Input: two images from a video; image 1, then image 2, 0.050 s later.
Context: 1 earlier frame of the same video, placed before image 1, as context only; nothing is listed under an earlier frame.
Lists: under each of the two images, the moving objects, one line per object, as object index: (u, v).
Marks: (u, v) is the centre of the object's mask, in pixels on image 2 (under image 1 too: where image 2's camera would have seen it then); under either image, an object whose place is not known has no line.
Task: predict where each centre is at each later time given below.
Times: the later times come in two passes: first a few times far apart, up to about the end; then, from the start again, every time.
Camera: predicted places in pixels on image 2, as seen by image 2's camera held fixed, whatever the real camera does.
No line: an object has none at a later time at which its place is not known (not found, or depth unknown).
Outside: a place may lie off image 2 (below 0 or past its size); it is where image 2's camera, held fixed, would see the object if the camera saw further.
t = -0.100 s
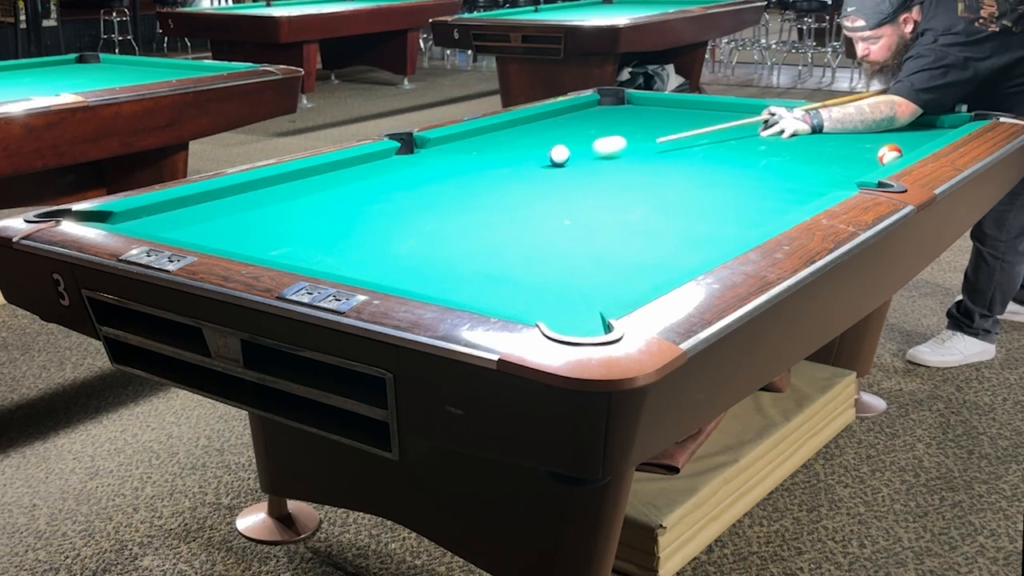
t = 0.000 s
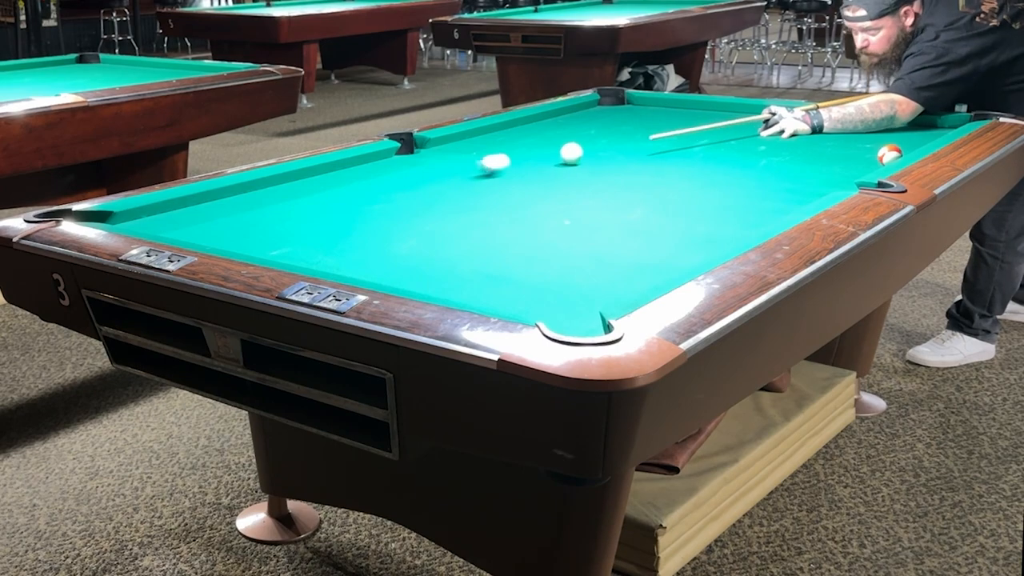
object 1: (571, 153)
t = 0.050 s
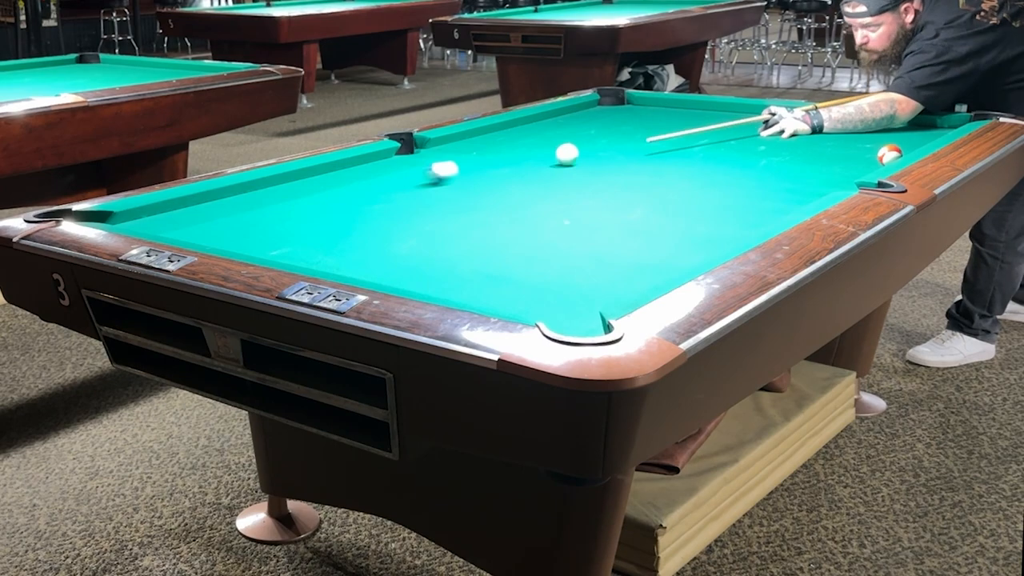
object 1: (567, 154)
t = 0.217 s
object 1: (541, 159)
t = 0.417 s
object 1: (494, 167)
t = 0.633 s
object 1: (440, 177)
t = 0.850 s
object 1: (383, 187)
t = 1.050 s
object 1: (327, 197)
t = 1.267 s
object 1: (265, 208)
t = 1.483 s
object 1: (198, 220)
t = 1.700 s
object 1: (149, 225)
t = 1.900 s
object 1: (181, 224)
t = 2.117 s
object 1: (211, 220)
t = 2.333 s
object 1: (239, 215)
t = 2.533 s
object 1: (263, 212)
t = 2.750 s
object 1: (286, 208)
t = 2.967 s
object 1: (307, 205)
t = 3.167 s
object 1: (324, 202)
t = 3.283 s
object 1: (334, 201)
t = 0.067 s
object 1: (565, 154)
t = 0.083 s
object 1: (563, 155)
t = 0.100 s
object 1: (561, 155)
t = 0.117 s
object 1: (559, 156)
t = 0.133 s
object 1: (556, 156)
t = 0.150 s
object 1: (554, 156)
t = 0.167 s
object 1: (551, 157)
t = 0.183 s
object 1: (548, 158)
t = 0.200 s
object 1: (545, 158)
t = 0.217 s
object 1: (541, 159)
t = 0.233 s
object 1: (538, 159)
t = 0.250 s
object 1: (534, 160)
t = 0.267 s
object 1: (531, 161)
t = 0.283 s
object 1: (527, 161)
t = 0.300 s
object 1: (523, 162)
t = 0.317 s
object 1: (519, 163)
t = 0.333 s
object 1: (515, 163)
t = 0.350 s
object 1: (511, 164)
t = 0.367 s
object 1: (507, 165)
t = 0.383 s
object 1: (503, 165)
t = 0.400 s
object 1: (499, 166)
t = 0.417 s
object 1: (494, 167)
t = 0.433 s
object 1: (490, 168)
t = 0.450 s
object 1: (486, 169)
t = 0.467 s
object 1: (482, 169)
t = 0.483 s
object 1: (478, 170)
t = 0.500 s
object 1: (474, 171)
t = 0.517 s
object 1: (470, 171)
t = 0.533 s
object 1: (466, 172)
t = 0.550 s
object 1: (461, 173)
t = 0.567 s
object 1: (457, 174)
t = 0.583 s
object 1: (453, 174)
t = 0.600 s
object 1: (449, 175)
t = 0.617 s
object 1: (444, 176)
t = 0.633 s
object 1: (440, 177)
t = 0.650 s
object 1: (436, 177)
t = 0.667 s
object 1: (431, 178)
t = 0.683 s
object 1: (427, 179)
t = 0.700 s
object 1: (423, 180)
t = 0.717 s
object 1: (418, 180)
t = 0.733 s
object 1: (414, 181)
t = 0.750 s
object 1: (410, 182)
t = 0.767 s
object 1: (405, 183)
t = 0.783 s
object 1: (400, 184)
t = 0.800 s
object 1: (396, 185)
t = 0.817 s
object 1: (392, 185)
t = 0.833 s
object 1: (387, 186)
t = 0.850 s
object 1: (383, 187)
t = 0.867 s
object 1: (378, 188)
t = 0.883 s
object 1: (374, 189)
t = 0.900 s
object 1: (369, 190)
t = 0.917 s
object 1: (365, 190)
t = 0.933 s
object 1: (360, 191)
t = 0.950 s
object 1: (356, 192)
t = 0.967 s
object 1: (351, 193)
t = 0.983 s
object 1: (346, 194)
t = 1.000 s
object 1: (341, 194)
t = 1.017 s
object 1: (337, 195)
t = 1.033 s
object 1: (332, 196)
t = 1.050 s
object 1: (327, 197)
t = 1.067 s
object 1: (323, 198)
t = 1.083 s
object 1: (318, 199)
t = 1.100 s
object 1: (313, 199)
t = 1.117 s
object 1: (309, 200)
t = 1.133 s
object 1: (304, 201)
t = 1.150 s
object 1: (299, 202)
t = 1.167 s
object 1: (294, 203)
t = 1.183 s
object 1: (289, 204)
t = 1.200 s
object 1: (284, 205)
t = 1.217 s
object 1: (279, 206)
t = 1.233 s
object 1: (274, 207)
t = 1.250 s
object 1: (270, 208)
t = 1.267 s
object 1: (265, 208)
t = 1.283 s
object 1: (259, 209)
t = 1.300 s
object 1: (255, 210)
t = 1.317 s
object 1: (250, 211)
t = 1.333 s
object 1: (244, 212)
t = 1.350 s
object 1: (239, 213)
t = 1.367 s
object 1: (234, 214)
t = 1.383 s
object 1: (229, 215)
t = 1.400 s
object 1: (224, 215)
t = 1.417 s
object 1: (219, 217)
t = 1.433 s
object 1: (214, 217)
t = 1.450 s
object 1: (209, 218)
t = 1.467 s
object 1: (203, 219)
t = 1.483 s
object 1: (198, 220)
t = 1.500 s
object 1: (193, 221)
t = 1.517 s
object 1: (187, 222)
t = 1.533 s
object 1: (182, 223)
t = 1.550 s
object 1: (177, 224)
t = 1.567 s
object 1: (171, 224)
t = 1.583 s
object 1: (166, 224)
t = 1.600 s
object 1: (161, 225)
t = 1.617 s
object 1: (156, 225)
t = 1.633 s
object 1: (151, 225)
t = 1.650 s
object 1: (145, 225)
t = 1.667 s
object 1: (142, 225)
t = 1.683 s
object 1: (146, 225)
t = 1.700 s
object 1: (149, 225)
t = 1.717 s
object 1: (153, 225)
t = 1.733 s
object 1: (155, 225)
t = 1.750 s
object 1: (158, 225)
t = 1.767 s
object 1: (161, 225)
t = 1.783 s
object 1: (164, 225)
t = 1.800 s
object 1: (166, 225)
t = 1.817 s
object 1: (168, 225)
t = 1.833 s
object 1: (171, 225)
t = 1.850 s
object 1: (173, 225)
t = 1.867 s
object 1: (176, 224)
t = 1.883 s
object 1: (178, 224)
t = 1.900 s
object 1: (181, 224)
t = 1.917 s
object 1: (183, 224)
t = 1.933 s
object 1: (186, 223)
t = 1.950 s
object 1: (188, 223)
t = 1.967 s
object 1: (190, 223)
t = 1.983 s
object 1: (193, 222)
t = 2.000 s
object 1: (195, 222)
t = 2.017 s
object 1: (197, 221)
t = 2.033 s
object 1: (200, 221)
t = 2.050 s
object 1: (202, 221)
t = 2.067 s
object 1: (205, 220)
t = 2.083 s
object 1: (207, 220)
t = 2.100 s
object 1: (209, 220)
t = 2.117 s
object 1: (211, 220)
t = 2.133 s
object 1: (213, 219)
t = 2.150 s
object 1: (216, 219)
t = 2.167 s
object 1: (218, 219)
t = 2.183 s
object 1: (220, 218)
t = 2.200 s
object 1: (223, 218)
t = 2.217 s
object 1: (224, 218)
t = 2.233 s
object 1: (226, 217)
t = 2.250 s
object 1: (229, 217)
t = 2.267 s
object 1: (231, 217)
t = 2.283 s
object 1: (233, 216)
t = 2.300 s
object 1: (235, 216)
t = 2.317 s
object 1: (237, 216)
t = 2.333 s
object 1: (239, 215)
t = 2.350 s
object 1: (241, 215)
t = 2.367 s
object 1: (243, 215)
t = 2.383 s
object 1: (245, 214)
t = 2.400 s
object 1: (247, 214)
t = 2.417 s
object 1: (249, 214)
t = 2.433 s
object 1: (251, 213)
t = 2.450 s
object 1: (253, 213)
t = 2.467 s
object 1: (255, 213)
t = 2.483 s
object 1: (257, 213)
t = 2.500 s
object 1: (259, 212)
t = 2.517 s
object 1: (261, 212)
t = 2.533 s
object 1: (263, 212)
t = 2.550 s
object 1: (264, 211)
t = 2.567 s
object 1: (266, 211)
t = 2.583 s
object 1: (268, 211)
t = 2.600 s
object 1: (270, 211)
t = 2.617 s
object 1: (272, 210)
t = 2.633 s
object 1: (274, 210)
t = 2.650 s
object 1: (275, 210)
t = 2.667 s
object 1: (277, 210)
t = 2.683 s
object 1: (279, 209)
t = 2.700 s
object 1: (281, 209)
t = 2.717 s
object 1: (282, 209)
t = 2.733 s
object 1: (284, 209)
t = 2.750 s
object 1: (286, 208)
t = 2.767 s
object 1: (287, 208)
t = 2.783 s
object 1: (289, 208)
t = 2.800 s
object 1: (291, 207)
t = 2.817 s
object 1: (292, 207)
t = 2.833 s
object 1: (294, 207)
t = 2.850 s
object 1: (296, 207)
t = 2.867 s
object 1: (297, 207)
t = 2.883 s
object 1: (299, 206)
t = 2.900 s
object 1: (301, 206)
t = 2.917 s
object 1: (302, 206)
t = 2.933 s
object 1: (304, 205)
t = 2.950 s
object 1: (305, 205)
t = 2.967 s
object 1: (307, 205)
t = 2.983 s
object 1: (308, 205)
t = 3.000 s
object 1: (310, 204)
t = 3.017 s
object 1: (311, 204)
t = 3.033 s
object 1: (313, 204)
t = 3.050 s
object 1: (314, 204)
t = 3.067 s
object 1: (316, 204)
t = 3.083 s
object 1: (317, 203)
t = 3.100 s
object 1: (319, 203)
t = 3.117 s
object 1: (320, 203)
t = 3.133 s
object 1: (321, 203)
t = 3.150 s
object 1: (323, 203)
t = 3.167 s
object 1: (324, 202)
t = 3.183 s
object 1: (326, 202)
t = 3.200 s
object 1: (327, 202)
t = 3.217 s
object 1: (328, 202)
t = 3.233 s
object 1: (330, 202)
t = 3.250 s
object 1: (331, 201)
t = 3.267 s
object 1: (333, 201)
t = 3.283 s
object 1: (334, 201)
